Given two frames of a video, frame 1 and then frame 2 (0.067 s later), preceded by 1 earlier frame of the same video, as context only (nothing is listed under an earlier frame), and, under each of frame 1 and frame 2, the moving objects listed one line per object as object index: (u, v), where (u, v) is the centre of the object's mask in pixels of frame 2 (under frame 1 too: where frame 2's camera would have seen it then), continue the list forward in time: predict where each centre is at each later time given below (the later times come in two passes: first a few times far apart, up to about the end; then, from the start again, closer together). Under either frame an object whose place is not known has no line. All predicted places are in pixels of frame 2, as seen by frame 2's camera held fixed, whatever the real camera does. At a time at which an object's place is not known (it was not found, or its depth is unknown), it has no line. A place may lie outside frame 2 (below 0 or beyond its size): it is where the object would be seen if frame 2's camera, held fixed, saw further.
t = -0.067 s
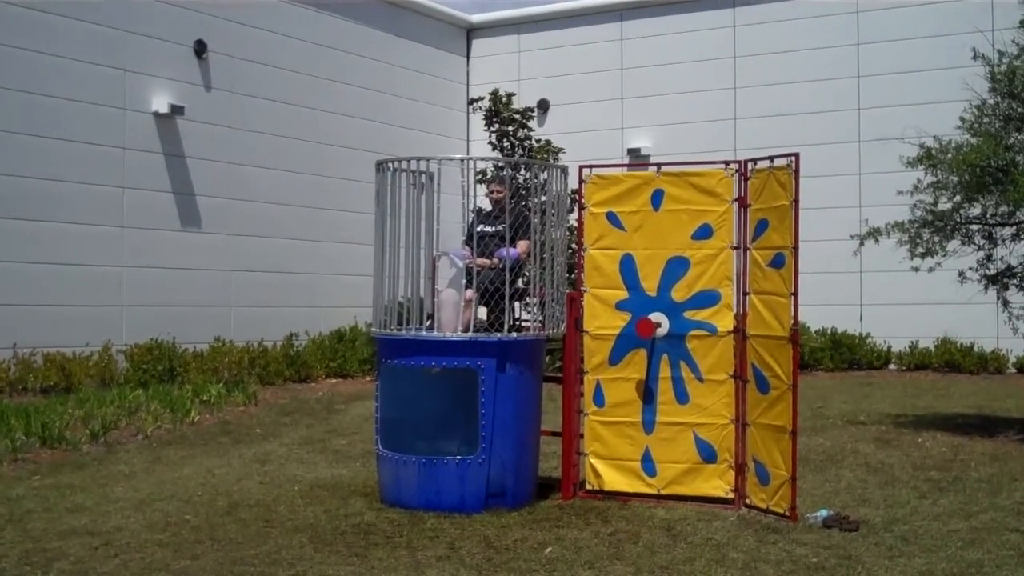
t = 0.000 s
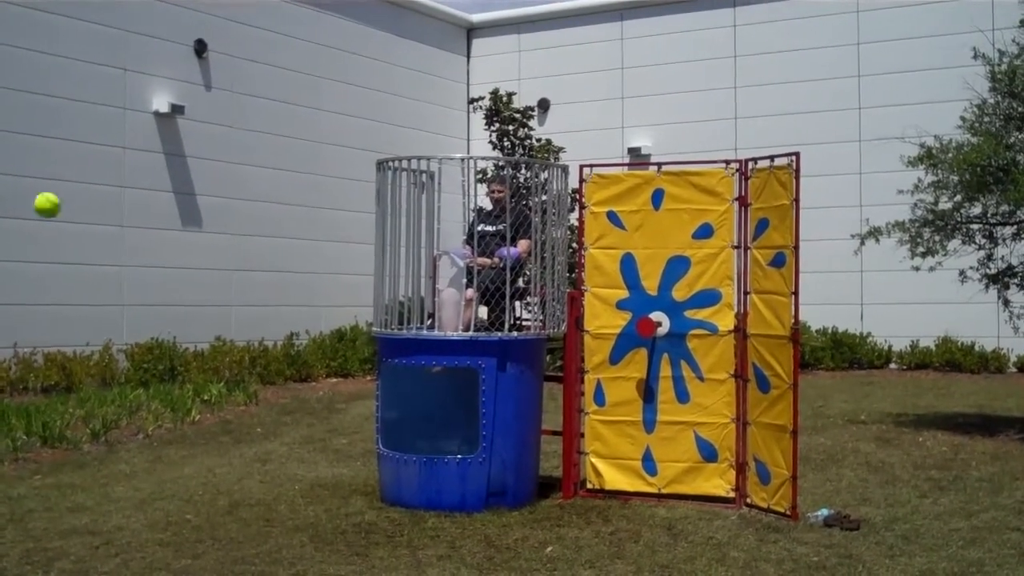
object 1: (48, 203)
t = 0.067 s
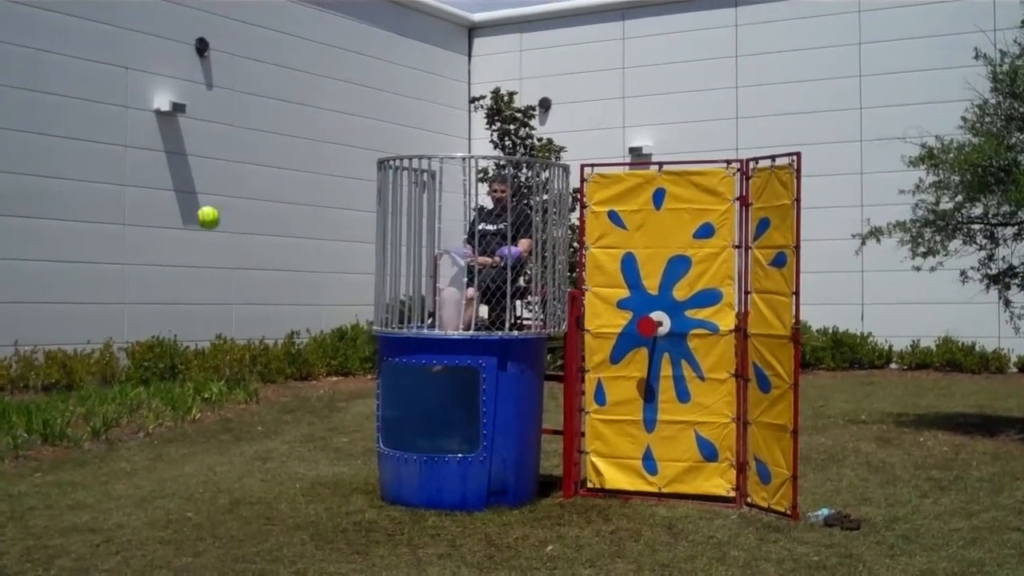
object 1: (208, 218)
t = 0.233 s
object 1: (478, 276)
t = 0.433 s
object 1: (673, 368)
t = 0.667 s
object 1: (707, 502)
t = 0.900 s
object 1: (699, 479)
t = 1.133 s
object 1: (692, 526)
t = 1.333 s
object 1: (684, 538)
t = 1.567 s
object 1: (675, 550)
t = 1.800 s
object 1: (665, 563)
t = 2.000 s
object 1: (655, 572)
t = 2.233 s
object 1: (643, 584)
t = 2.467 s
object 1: (635, 594)
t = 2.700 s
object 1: (625, 600)
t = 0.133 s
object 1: (335, 237)
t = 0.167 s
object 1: (388, 250)
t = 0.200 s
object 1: (436, 262)
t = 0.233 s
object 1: (478, 276)
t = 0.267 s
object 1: (519, 290)
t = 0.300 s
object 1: (555, 304)
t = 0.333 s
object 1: (587, 321)
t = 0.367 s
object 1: (619, 336)
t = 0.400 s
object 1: (646, 352)
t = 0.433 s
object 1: (673, 368)
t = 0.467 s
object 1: (684, 383)
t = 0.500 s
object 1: (688, 399)
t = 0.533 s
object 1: (693, 418)
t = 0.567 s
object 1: (696, 439)
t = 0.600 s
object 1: (700, 461)
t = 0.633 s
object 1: (704, 486)
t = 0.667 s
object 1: (707, 502)
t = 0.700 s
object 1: (705, 495)
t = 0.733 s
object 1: (705, 488)
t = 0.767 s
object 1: (703, 483)
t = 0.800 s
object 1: (703, 480)
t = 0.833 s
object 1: (701, 479)
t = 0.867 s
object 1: (701, 478)
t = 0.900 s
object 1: (699, 479)
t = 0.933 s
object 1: (699, 483)
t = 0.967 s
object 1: (698, 489)
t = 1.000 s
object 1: (696, 495)
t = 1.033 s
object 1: (695, 503)
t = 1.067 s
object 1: (694, 513)
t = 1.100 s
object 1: (692, 525)
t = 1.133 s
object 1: (692, 526)
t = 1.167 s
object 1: (691, 525)
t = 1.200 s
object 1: (689, 523)
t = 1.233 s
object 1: (687, 526)
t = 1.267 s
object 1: (686, 529)
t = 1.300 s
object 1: (684, 536)
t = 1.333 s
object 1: (684, 538)
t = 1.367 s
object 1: (682, 539)
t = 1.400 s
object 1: (681, 542)
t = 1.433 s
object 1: (680, 545)
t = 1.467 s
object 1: (679, 546)
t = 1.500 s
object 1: (678, 547)
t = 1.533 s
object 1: (677, 547)
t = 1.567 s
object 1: (675, 550)
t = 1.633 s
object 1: (672, 555)
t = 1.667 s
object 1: (671, 557)
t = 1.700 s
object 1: (670, 559)
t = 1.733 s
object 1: (669, 560)
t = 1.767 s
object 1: (667, 561)
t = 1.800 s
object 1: (665, 563)
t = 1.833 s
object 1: (664, 566)
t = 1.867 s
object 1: (662, 567)
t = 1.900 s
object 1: (661, 569)
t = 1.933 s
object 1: (659, 571)
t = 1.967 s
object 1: (657, 572)
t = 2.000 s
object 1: (655, 572)
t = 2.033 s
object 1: (653, 574)
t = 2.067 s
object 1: (652, 576)
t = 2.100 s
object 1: (650, 578)
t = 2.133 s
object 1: (648, 581)
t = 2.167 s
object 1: (647, 581)
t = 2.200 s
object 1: (645, 581)
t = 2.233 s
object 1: (643, 584)
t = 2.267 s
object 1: (641, 587)
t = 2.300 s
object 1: (640, 588)
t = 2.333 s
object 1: (640, 588)
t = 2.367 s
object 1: (639, 589)
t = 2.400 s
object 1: (638, 591)
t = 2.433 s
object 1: (637, 592)
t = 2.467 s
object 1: (635, 594)
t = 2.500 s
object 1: (633, 594)
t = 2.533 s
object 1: (631, 594)
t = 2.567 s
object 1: (630, 595)
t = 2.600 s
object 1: (629, 597)
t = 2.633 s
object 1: (627, 598)
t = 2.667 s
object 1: (626, 599)
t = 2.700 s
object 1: (625, 600)
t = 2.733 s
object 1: (624, 599)
